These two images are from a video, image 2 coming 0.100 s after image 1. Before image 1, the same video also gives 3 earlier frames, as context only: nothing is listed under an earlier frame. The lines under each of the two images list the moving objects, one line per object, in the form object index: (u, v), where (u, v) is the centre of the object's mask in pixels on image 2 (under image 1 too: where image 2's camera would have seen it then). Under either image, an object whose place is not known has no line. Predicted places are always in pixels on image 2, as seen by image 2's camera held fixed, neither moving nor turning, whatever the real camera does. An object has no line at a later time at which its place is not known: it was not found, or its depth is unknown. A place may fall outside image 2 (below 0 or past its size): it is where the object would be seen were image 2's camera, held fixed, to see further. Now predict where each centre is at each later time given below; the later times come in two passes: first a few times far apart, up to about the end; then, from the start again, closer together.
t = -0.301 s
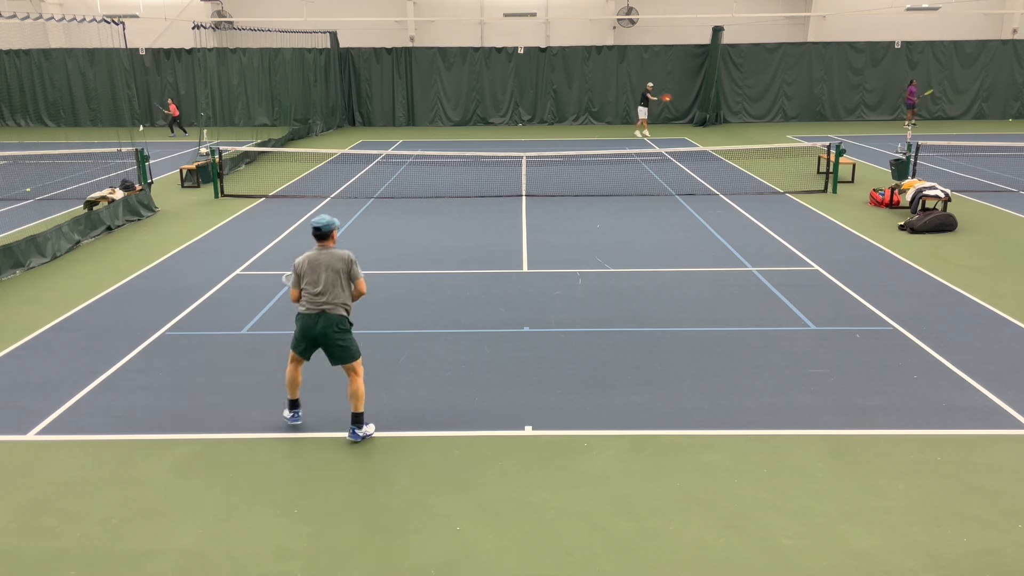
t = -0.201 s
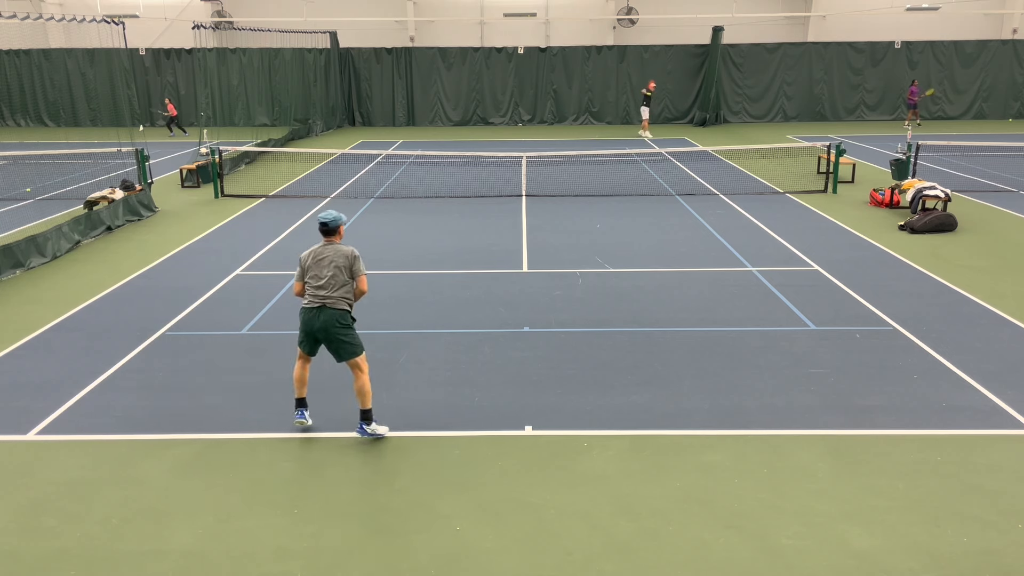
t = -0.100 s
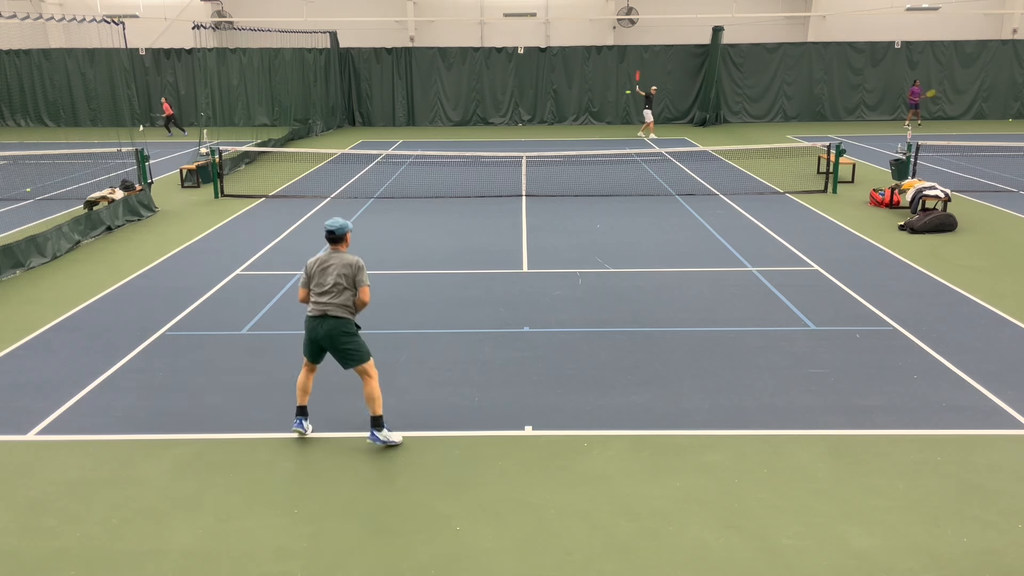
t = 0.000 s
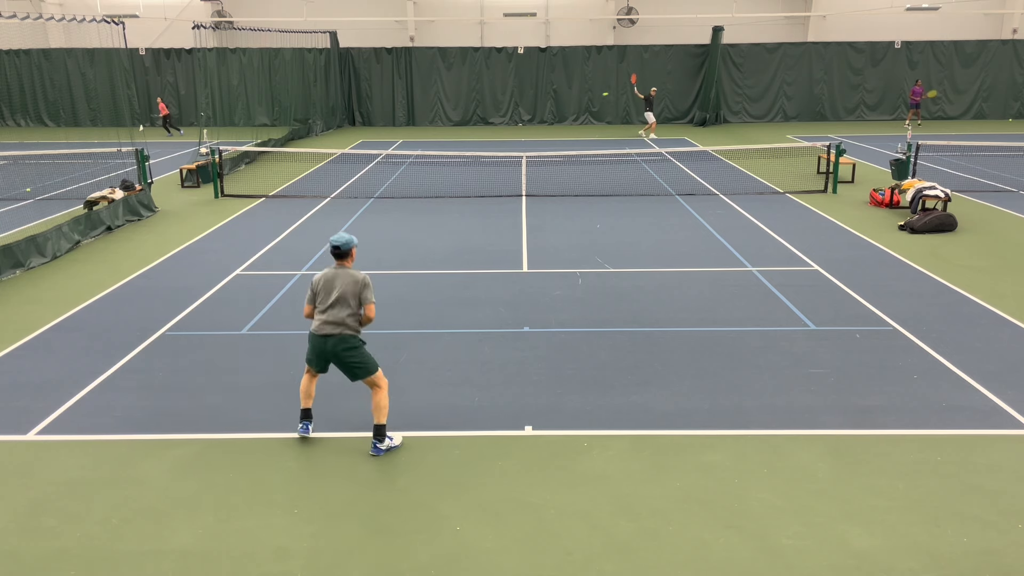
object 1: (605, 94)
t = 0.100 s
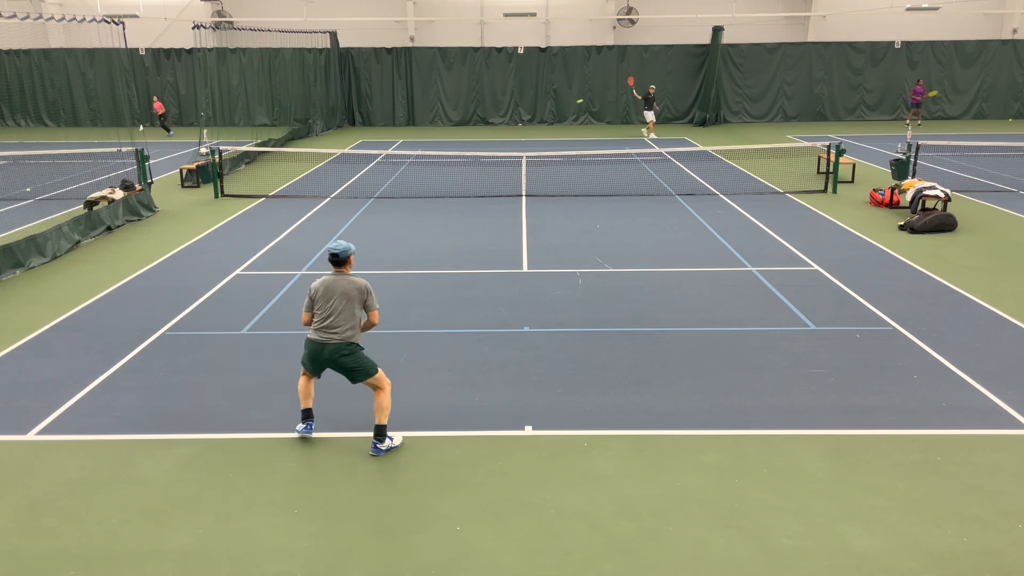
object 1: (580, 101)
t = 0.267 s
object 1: (530, 126)
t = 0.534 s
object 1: (430, 213)
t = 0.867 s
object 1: (297, 223)
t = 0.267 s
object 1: (530, 126)
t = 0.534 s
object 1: (430, 213)
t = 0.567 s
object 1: (415, 230)
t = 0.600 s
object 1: (400, 244)
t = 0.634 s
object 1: (388, 240)
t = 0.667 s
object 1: (377, 235)
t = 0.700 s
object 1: (365, 232)
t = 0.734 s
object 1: (352, 228)
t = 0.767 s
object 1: (339, 226)
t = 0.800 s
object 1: (326, 224)
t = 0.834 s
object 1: (312, 223)
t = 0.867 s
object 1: (297, 223)
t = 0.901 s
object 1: (282, 224)
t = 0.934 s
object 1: (266, 226)
